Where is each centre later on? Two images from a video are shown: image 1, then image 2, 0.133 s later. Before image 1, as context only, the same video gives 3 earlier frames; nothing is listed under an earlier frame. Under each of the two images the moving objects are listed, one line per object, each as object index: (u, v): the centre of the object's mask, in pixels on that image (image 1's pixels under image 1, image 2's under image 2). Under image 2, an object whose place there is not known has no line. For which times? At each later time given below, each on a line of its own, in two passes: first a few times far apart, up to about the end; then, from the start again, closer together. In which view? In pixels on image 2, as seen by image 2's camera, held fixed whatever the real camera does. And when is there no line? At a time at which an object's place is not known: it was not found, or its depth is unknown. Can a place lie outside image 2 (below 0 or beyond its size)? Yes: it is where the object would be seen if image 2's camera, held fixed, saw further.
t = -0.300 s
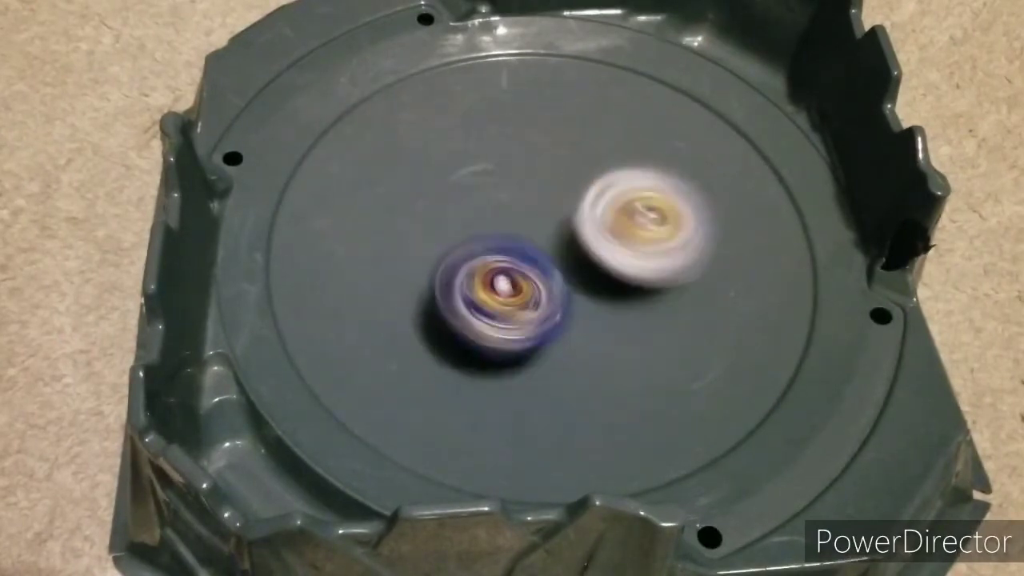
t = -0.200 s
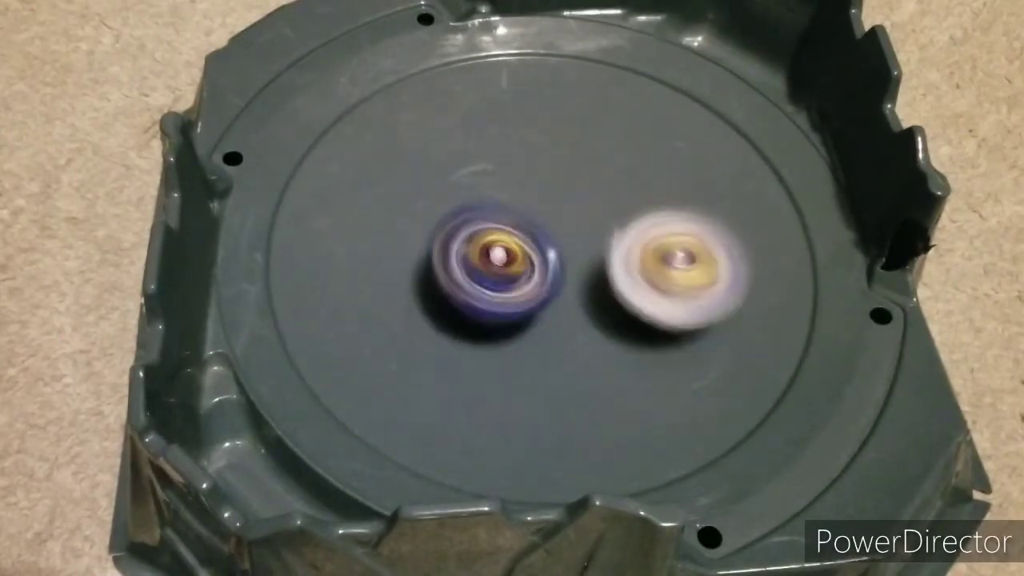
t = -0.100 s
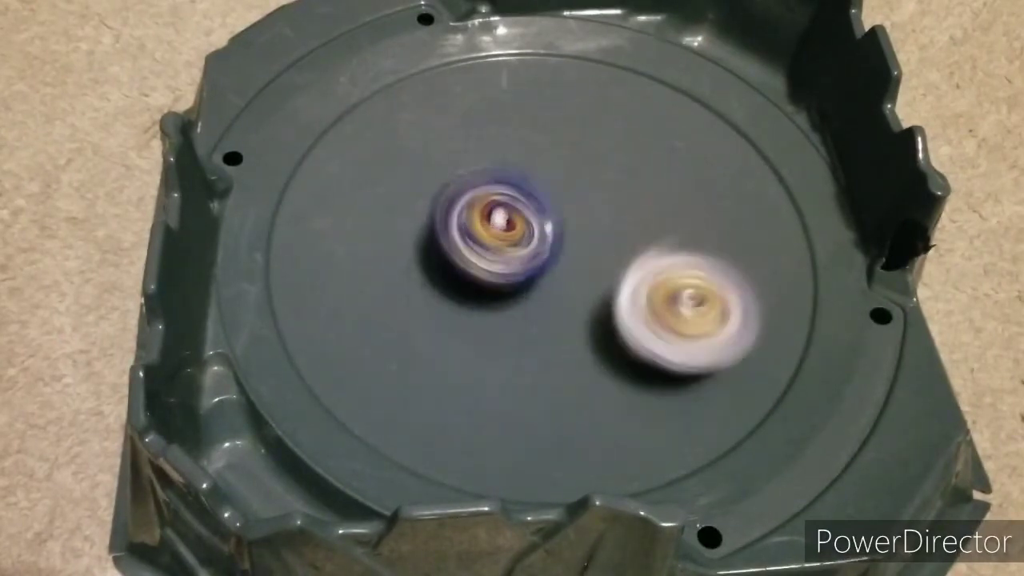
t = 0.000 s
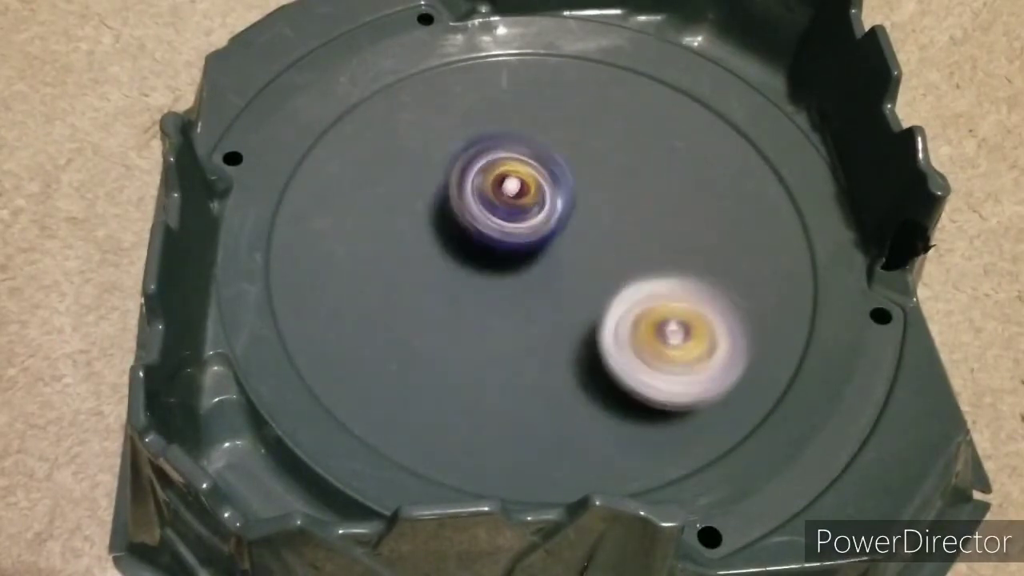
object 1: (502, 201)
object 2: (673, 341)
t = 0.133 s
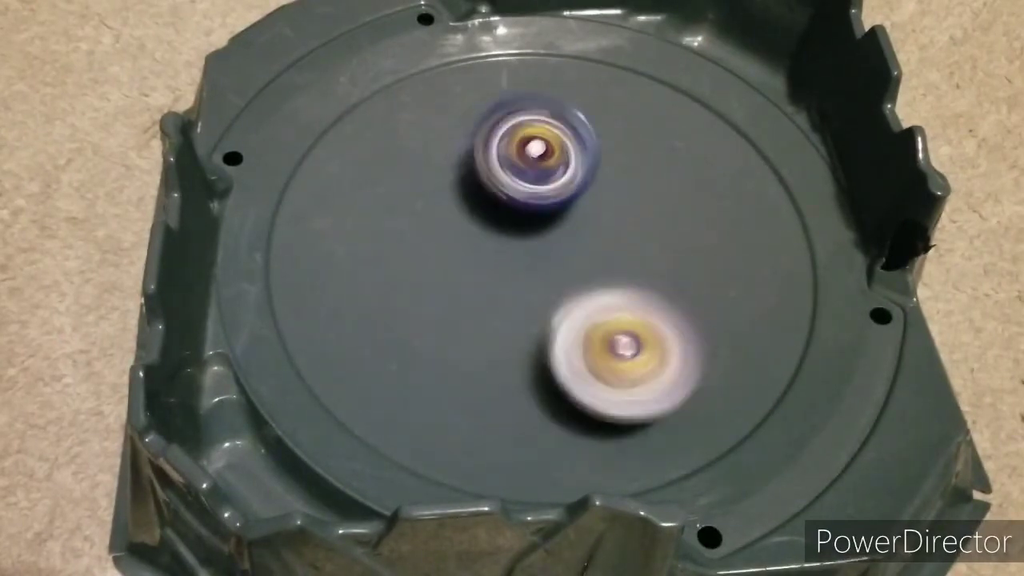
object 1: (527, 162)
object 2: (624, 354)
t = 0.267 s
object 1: (556, 142)
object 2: (561, 331)
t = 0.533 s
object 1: (601, 164)
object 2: (480, 209)
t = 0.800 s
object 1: (620, 225)
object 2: (470, 128)
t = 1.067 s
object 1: (571, 288)
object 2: (519, 140)
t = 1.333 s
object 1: (484, 311)
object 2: (583, 212)
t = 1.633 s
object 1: (426, 315)
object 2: (605, 281)
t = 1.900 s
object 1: (451, 236)
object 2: (599, 289)
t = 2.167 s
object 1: (509, 154)
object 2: (575, 255)
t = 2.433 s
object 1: (599, 128)
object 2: (548, 236)
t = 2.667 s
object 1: (638, 165)
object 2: (524, 230)
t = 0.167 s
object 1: (533, 157)
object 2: (608, 351)
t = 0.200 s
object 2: (593, 348)
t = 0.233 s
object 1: (548, 146)
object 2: (578, 341)
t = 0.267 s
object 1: (556, 142)
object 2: (561, 331)
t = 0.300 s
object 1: (562, 142)
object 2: (545, 319)
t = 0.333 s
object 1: (569, 140)
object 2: (530, 307)
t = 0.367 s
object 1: (576, 142)
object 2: (519, 294)
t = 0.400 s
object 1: (582, 143)
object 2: (507, 278)
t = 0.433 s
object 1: (587, 148)
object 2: (496, 260)
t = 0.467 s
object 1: (594, 151)
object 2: (488, 242)
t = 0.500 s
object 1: (598, 158)
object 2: (483, 225)
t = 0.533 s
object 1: (601, 164)
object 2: (480, 209)
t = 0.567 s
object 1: (606, 172)
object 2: (476, 191)
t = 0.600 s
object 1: (611, 178)
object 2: (471, 179)
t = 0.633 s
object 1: (614, 185)
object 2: (465, 167)
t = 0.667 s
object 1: (618, 192)
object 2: (464, 158)
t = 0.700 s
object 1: (621, 199)
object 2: (462, 147)
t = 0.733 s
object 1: (621, 207)
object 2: (464, 139)
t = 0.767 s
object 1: (622, 216)
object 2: (466, 133)
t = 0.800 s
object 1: (620, 225)
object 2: (470, 128)
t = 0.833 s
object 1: (620, 233)
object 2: (475, 124)
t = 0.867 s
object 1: (614, 242)
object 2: (479, 122)
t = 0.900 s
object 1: (611, 251)
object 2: (485, 121)
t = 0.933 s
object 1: (604, 260)
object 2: (491, 123)
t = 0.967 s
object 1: (598, 268)
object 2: (497, 125)
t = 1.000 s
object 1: (589, 275)
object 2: (503, 127)
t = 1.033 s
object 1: (582, 282)
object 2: (510, 133)
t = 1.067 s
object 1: (571, 288)
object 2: (519, 140)
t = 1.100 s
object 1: (562, 293)
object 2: (526, 147)
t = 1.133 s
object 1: (551, 298)
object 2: (537, 155)
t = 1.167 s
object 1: (541, 302)
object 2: (544, 165)
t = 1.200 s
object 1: (529, 305)
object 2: (552, 176)
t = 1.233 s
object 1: (520, 305)
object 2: (561, 185)
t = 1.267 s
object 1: (509, 305)
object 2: (568, 198)
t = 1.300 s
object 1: (496, 306)
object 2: (576, 206)
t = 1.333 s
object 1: (484, 311)
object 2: (583, 212)
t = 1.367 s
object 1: (473, 317)
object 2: (588, 223)
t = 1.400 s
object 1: (462, 322)
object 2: (593, 232)
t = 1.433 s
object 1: (452, 325)
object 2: (599, 238)
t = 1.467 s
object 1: (443, 327)
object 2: (601, 248)
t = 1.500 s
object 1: (436, 327)
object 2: (603, 255)
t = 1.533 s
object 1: (431, 327)
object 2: (606, 262)
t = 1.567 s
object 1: (428, 324)
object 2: (605, 271)
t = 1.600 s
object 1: (425, 321)
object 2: (604, 275)
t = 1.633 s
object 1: (426, 315)
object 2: (605, 281)
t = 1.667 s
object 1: (428, 309)
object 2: (603, 286)
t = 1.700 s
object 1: (432, 300)
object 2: (600, 287)
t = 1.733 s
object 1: (437, 294)
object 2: (598, 291)
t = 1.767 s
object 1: (444, 282)
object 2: (595, 293)
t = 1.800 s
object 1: (449, 273)
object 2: (596, 293)
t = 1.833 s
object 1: (450, 261)
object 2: (600, 293)
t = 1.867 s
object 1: (450, 249)
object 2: (598, 290)
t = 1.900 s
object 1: (451, 236)
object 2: (599, 289)
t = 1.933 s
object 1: (455, 226)
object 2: (596, 286)
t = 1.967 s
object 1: (457, 214)
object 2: (594, 281)
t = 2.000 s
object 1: (466, 203)
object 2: (591, 279)
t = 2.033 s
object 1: (472, 192)
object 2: (585, 274)
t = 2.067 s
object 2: (584, 271)
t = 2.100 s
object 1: (490, 173)
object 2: (578, 263)
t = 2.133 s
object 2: (576, 257)
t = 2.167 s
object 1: (509, 154)
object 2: (575, 255)
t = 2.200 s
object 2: (572, 252)
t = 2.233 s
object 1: (530, 140)
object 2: (572, 249)
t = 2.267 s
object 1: (542, 134)
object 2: (567, 245)
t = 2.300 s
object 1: (552, 129)
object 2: (563, 240)
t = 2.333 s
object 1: (565, 126)
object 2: (560, 239)
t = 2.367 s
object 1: (575, 124)
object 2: (555, 236)
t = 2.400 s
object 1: (588, 124)
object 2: (553, 235)
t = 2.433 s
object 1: (599, 128)
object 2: (548, 236)
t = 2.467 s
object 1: (608, 130)
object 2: (544, 233)
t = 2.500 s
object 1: (618, 135)
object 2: (539, 234)
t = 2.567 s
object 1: (623, 142)
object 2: (533, 233)
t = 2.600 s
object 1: (630, 147)
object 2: (531, 233)
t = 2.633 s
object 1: (635, 157)
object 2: (526, 232)
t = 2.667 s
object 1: (638, 165)
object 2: (524, 230)
